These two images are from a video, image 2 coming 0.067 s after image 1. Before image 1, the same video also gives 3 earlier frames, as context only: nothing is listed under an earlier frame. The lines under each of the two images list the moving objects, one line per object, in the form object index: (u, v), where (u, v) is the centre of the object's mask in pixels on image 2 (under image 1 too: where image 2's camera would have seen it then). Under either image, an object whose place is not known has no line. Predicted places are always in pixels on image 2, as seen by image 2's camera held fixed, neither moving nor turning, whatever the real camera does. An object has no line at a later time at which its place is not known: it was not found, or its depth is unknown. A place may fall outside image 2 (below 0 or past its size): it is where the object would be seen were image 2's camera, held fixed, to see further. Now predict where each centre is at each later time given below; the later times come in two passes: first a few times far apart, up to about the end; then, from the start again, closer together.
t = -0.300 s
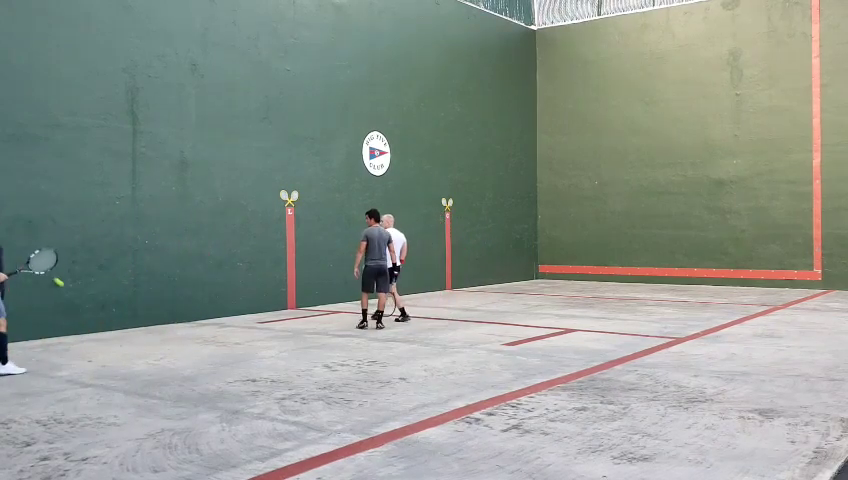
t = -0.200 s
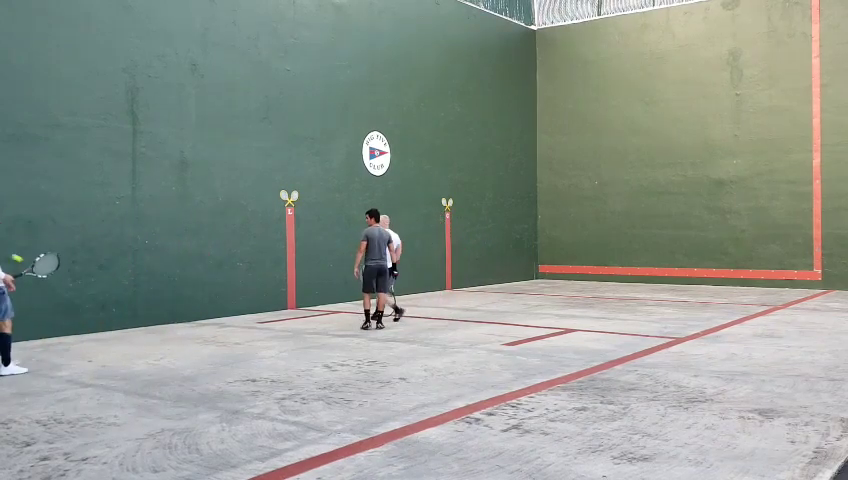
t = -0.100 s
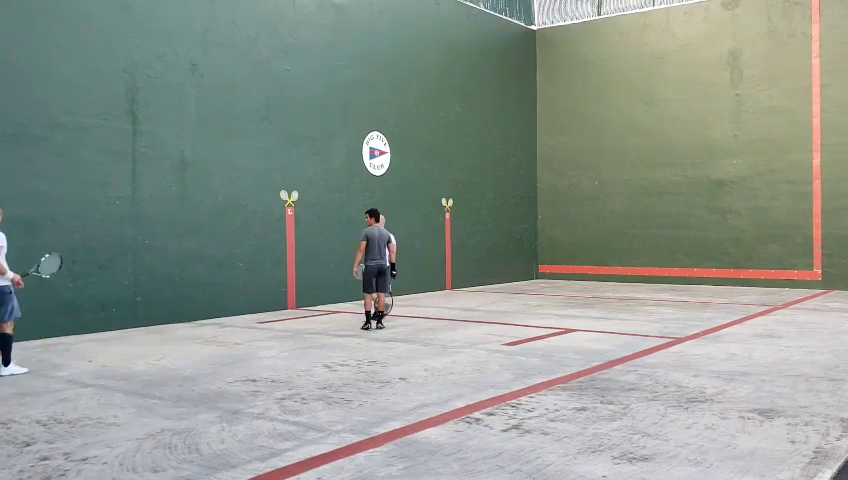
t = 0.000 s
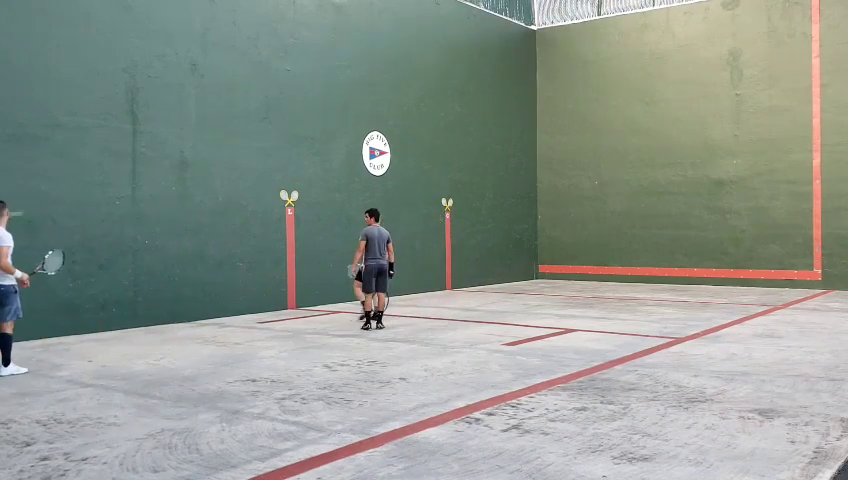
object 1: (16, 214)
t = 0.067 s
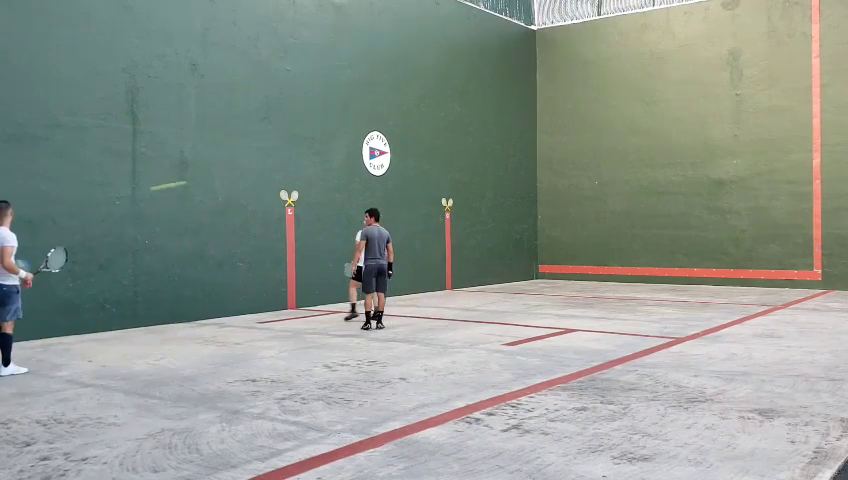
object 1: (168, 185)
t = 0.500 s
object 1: (548, 126)
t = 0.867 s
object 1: (434, 126)
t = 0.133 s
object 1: (289, 165)
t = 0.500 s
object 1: (548, 126)
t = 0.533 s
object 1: (539, 124)
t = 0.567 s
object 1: (530, 123)
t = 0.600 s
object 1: (520, 122)
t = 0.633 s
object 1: (510, 121)
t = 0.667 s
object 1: (500, 120)
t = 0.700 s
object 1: (489, 120)
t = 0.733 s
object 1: (479, 120)
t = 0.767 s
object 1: (468, 121)
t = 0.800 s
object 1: (457, 122)
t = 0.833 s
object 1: (446, 124)
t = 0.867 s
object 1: (434, 126)
